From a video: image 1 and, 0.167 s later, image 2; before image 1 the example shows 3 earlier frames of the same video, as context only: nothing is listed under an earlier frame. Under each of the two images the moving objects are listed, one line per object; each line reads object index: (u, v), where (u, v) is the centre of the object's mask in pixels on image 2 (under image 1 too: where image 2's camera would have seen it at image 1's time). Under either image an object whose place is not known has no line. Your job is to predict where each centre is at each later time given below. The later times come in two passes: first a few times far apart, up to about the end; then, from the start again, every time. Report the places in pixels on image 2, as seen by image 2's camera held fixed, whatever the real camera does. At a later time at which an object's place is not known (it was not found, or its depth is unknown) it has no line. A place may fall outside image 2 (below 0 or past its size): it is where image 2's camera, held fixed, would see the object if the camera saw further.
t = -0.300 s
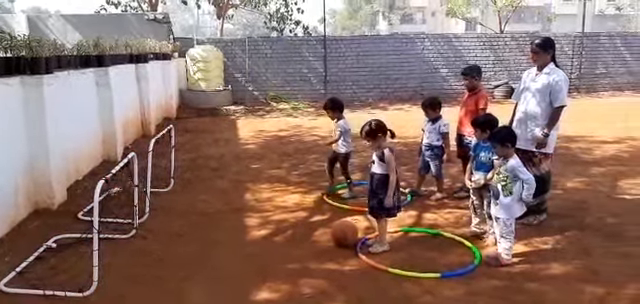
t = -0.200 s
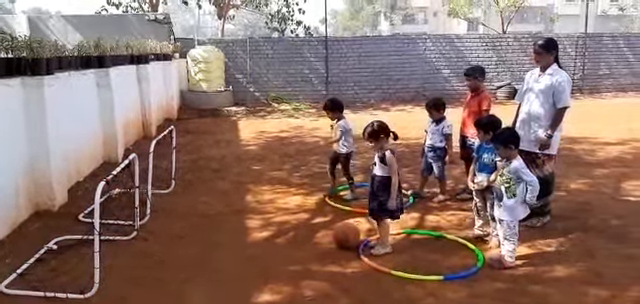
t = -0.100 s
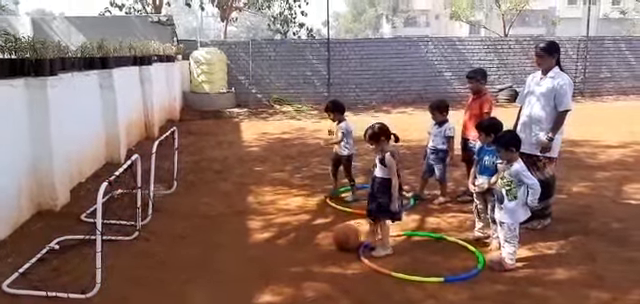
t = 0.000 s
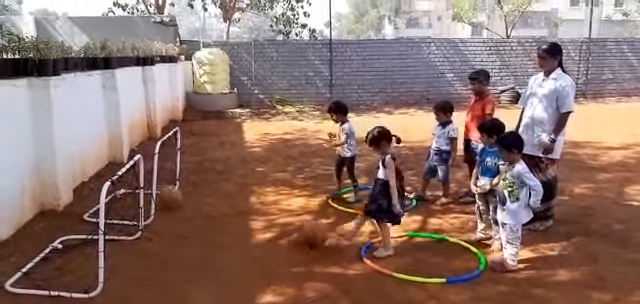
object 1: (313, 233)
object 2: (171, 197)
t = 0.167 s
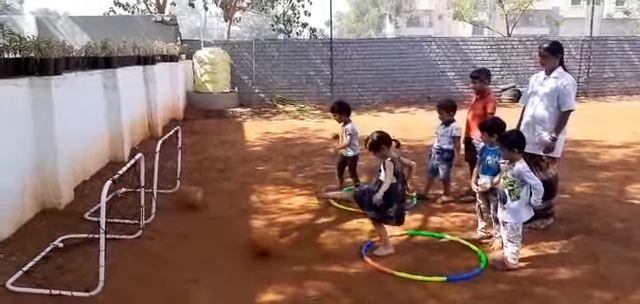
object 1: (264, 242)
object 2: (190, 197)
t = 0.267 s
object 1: (245, 251)
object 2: (196, 196)
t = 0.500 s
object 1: (207, 249)
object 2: (220, 199)
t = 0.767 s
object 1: (159, 253)
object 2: (243, 199)
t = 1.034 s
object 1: (122, 258)
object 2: (266, 203)
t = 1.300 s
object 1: (80, 263)
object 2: (287, 204)
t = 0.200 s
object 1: (260, 245)
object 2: (191, 198)
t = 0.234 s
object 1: (254, 245)
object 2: (194, 197)
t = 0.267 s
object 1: (245, 251)
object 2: (196, 196)
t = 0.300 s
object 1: (239, 246)
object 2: (199, 196)
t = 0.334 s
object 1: (233, 246)
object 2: (200, 197)
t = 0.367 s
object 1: (227, 246)
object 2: (203, 197)
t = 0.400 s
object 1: (221, 247)
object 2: (205, 197)
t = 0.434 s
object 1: (215, 248)
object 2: (216, 198)
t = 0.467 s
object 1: (211, 249)
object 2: (220, 199)
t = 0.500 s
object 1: (207, 249)
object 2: (220, 199)
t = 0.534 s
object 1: (200, 250)
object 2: (225, 199)
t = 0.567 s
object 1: (194, 251)
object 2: (227, 199)
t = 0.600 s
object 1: (188, 250)
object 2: (230, 199)
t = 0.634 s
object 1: (183, 251)
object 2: (234, 199)
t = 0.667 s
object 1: (177, 252)
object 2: (237, 199)
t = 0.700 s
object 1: (170, 253)
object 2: (238, 199)
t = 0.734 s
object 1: (165, 253)
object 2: (240, 200)
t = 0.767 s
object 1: (159, 253)
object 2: (243, 199)
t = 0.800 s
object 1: (152, 254)
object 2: (244, 200)
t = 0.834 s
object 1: (148, 254)
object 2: (246, 200)
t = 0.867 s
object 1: (145, 254)
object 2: (251, 201)
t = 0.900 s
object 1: (138, 256)
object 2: (253, 202)
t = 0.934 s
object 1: (133, 256)
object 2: (259, 201)
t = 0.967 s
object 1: (128, 256)
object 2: (262, 202)
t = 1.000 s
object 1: (124, 257)
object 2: (263, 202)
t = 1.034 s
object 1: (122, 258)
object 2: (266, 203)
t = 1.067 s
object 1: (117, 258)
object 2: (269, 202)
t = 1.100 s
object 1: (115, 260)
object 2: (270, 203)
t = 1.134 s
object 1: (109, 261)
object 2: (275, 203)
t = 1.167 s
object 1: (98, 263)
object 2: (276, 204)
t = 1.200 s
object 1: (94, 263)
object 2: (278, 204)
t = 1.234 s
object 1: (93, 262)
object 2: (281, 204)
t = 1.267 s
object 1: (83, 262)
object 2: (283, 204)
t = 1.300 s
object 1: (80, 263)
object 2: (287, 204)
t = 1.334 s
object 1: (79, 263)
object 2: (289, 204)
